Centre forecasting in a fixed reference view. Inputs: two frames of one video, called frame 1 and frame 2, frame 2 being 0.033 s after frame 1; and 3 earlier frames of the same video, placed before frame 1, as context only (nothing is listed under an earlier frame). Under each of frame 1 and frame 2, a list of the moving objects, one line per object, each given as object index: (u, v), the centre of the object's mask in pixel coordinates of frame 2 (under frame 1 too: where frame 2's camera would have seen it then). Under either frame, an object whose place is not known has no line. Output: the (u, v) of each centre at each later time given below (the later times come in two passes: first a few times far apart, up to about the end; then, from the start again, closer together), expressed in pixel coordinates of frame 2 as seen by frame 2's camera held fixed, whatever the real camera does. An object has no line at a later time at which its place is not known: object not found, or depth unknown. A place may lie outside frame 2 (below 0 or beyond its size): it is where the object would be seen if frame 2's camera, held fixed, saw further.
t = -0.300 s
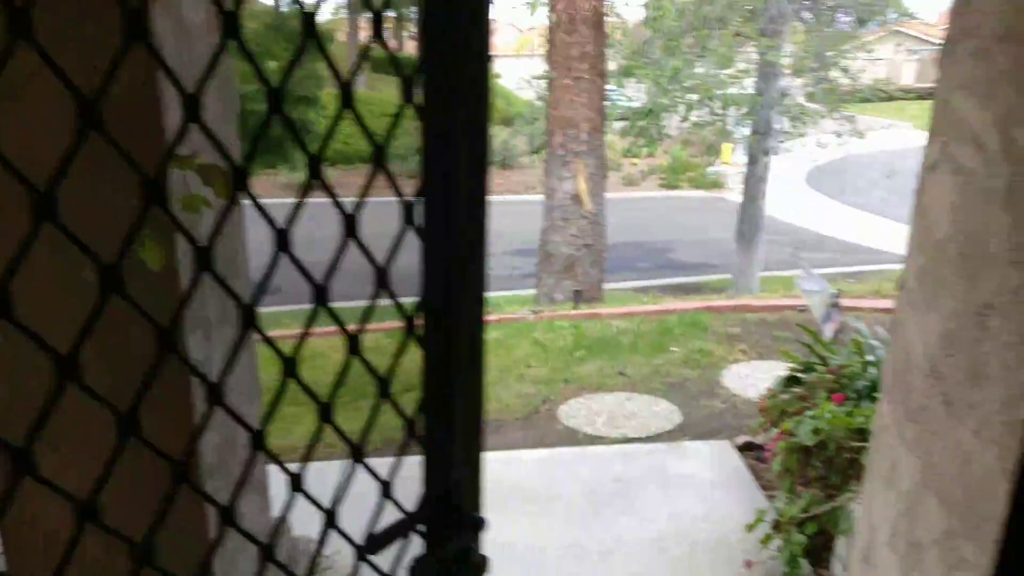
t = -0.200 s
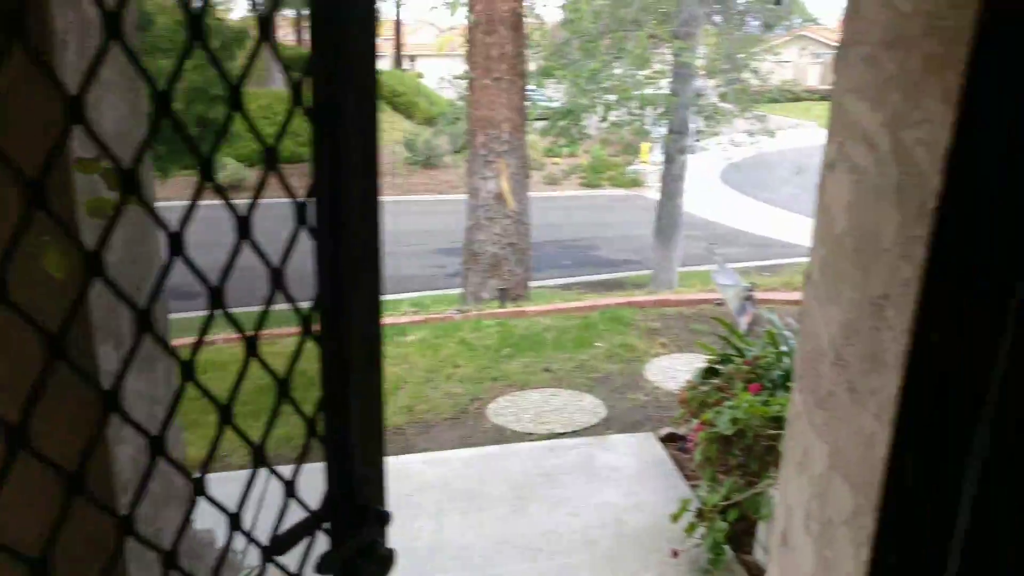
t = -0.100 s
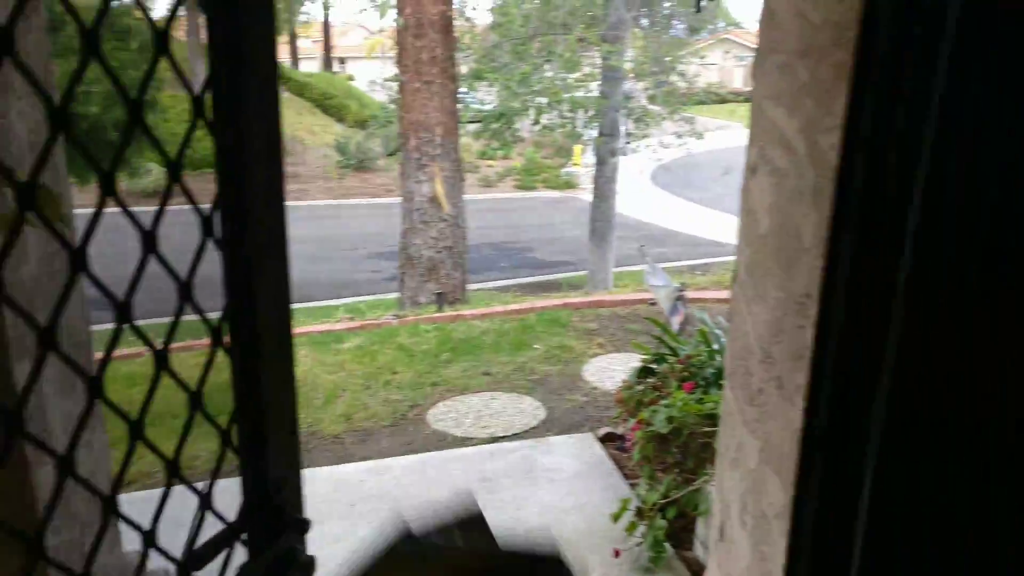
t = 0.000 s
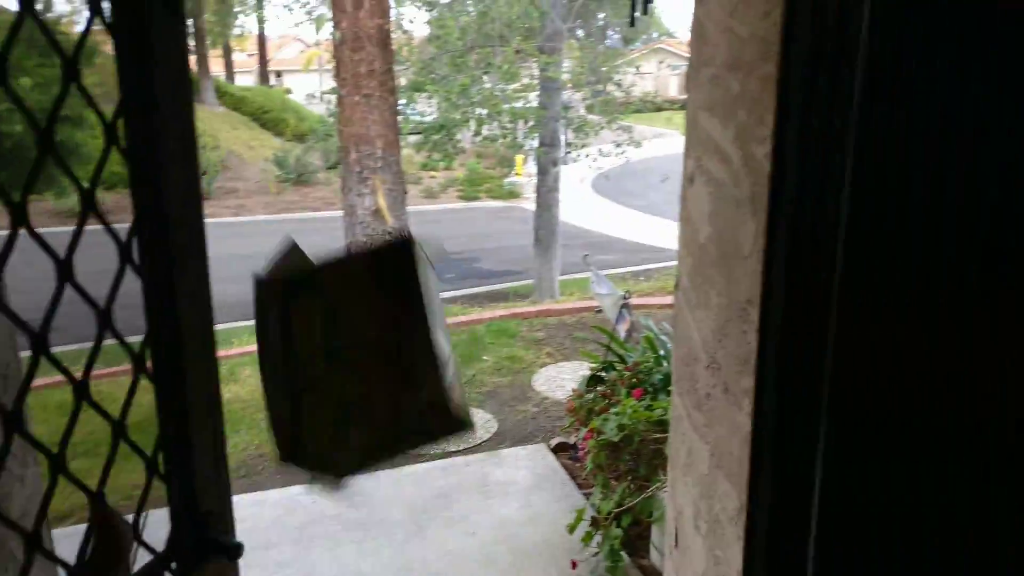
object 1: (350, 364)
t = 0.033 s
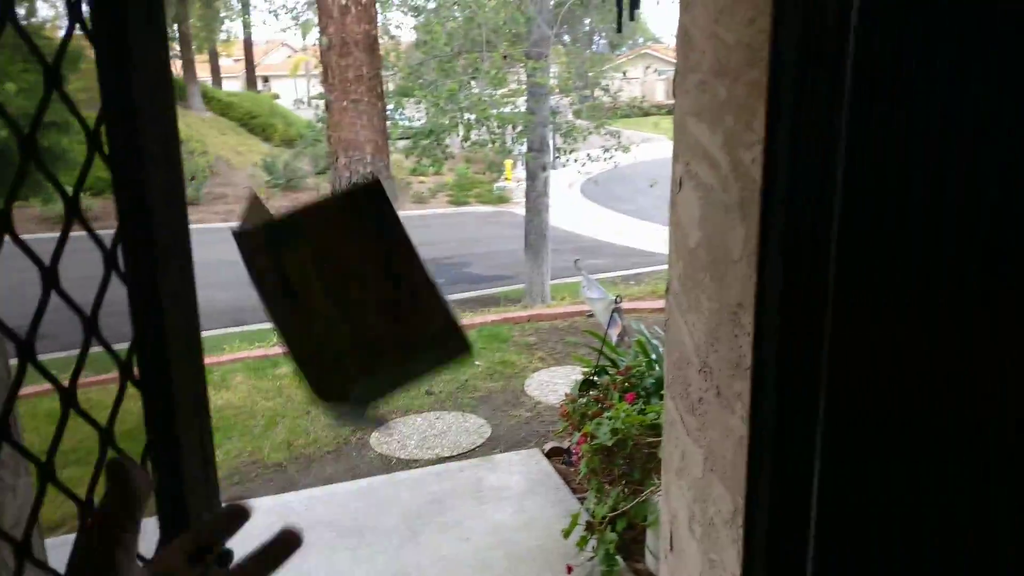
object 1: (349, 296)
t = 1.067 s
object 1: (307, 554)
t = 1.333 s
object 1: (300, 558)
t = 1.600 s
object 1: (299, 560)
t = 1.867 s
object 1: (299, 561)
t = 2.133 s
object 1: (299, 559)
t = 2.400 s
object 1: (302, 558)
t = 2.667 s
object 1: (303, 557)
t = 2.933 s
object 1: (303, 557)
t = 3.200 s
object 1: (303, 557)
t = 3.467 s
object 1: (303, 557)
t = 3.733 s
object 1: (304, 557)
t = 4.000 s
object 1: (304, 557)
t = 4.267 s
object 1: (304, 557)
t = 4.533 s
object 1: (305, 557)
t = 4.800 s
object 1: (305, 556)
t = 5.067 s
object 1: (305, 556)
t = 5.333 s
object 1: (307, 555)
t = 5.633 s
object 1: (306, 555)
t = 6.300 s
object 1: (303, 564)
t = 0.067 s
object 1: (350, 246)
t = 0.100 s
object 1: (347, 210)
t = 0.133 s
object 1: (341, 185)
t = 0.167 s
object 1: (340, 174)
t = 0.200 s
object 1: (341, 170)
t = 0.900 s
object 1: (338, 551)
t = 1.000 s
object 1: (317, 551)
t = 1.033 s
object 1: (311, 552)
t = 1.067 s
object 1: (307, 554)
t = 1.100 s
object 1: (305, 553)
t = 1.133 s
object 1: (305, 552)
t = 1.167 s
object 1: (303, 553)
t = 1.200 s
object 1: (302, 555)
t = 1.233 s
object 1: (301, 556)
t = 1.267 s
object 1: (300, 557)
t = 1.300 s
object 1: (300, 558)
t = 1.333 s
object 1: (300, 558)
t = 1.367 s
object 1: (300, 558)
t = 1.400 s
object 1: (300, 558)
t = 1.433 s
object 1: (299, 559)
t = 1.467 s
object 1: (300, 559)
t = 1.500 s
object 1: (299, 560)
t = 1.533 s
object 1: (299, 560)
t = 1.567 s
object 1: (299, 560)
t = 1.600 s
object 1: (299, 560)
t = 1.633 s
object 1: (299, 560)
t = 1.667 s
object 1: (299, 561)
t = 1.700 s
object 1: (299, 561)
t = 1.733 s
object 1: (299, 560)
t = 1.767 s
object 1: (299, 560)
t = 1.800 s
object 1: (299, 560)
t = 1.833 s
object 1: (299, 560)
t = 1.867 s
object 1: (299, 561)
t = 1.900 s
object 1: (299, 560)
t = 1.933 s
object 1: (299, 560)
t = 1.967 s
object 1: (299, 560)
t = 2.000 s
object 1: (300, 559)
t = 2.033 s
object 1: (299, 560)
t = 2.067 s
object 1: (299, 561)
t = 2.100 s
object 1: (298, 561)
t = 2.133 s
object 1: (299, 559)
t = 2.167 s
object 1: (300, 558)
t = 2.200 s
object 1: (301, 557)
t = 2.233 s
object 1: (301, 557)
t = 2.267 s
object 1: (301, 557)
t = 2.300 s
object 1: (301, 557)
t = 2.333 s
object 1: (301, 557)
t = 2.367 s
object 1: (302, 557)
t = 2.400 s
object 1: (302, 558)
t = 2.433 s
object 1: (302, 558)
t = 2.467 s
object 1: (302, 557)
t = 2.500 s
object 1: (302, 557)
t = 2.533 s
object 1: (303, 557)
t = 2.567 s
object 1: (303, 557)
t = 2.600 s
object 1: (302, 557)
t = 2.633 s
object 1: (303, 557)
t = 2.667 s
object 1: (303, 557)
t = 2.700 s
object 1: (303, 557)
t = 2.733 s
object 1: (303, 557)
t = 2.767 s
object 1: (303, 557)
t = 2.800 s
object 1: (303, 557)
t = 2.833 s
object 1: (303, 557)
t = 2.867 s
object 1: (303, 557)
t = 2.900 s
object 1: (303, 557)
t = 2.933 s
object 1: (303, 557)
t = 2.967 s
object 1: (303, 557)
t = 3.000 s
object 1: (303, 557)
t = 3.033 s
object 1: (303, 557)
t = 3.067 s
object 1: (303, 557)
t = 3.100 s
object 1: (303, 557)
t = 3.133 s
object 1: (303, 557)
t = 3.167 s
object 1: (303, 557)
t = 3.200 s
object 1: (303, 557)
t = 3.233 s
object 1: (303, 557)
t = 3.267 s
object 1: (303, 556)
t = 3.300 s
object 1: (303, 556)
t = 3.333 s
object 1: (303, 557)
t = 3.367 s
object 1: (303, 557)
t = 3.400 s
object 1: (303, 557)
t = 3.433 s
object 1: (303, 556)
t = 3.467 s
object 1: (303, 557)
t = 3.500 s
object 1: (303, 557)
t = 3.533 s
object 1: (303, 557)
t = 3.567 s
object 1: (304, 557)
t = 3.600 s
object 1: (304, 557)
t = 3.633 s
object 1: (304, 557)
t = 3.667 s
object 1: (304, 557)
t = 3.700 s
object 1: (304, 557)
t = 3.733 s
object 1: (304, 557)
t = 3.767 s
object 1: (304, 557)
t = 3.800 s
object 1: (304, 557)
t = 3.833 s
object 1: (304, 557)
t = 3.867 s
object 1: (304, 557)
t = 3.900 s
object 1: (304, 557)
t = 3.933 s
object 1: (304, 557)
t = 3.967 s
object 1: (304, 557)
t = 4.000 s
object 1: (304, 557)
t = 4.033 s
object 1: (304, 557)
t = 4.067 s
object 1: (304, 557)
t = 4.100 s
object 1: (304, 557)
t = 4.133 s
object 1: (304, 557)
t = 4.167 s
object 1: (304, 557)
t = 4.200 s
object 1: (305, 557)
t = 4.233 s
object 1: (304, 557)
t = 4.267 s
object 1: (304, 557)
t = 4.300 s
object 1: (305, 557)
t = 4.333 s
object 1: (304, 557)
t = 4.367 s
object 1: (305, 557)
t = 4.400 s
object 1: (305, 557)
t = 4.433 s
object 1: (305, 556)
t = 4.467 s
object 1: (305, 557)
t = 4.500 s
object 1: (305, 557)
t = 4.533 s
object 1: (305, 557)
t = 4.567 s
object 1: (305, 556)
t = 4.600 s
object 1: (305, 556)
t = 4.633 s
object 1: (304, 557)
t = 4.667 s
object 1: (304, 557)
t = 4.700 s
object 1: (304, 556)
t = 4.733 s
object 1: (305, 556)
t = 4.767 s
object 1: (305, 556)
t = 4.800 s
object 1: (305, 556)
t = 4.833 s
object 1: (305, 557)
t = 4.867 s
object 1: (305, 557)
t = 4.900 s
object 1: (304, 557)
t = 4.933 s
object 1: (305, 557)
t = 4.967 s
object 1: (305, 557)
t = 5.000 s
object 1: (305, 557)
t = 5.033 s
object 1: (305, 557)
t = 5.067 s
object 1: (305, 556)
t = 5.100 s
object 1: (306, 556)
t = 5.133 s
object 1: (306, 556)
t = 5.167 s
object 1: (306, 556)
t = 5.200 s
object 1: (306, 556)
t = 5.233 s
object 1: (306, 556)
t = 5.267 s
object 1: (306, 556)
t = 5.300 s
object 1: (306, 555)
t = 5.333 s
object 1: (307, 555)
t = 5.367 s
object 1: (307, 555)
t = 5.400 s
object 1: (307, 556)
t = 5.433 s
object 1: (307, 555)
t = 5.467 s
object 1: (307, 555)
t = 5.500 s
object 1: (307, 555)
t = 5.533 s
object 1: (307, 555)
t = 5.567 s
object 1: (307, 555)
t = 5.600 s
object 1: (306, 555)
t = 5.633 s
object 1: (306, 555)
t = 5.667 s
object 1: (306, 555)
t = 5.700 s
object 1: (306, 554)
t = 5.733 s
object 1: (306, 554)
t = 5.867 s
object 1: (304, 554)
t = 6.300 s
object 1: (303, 564)
